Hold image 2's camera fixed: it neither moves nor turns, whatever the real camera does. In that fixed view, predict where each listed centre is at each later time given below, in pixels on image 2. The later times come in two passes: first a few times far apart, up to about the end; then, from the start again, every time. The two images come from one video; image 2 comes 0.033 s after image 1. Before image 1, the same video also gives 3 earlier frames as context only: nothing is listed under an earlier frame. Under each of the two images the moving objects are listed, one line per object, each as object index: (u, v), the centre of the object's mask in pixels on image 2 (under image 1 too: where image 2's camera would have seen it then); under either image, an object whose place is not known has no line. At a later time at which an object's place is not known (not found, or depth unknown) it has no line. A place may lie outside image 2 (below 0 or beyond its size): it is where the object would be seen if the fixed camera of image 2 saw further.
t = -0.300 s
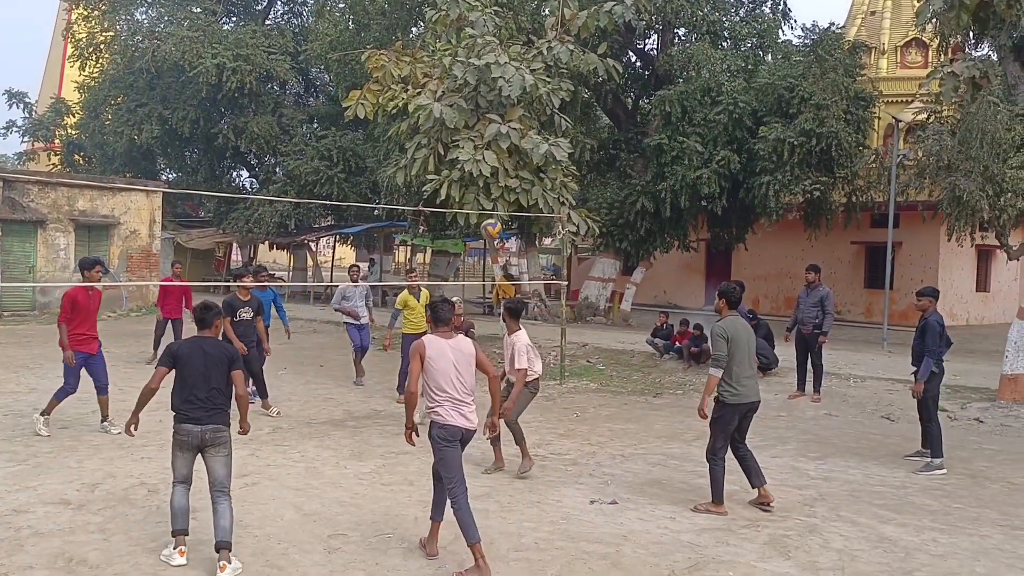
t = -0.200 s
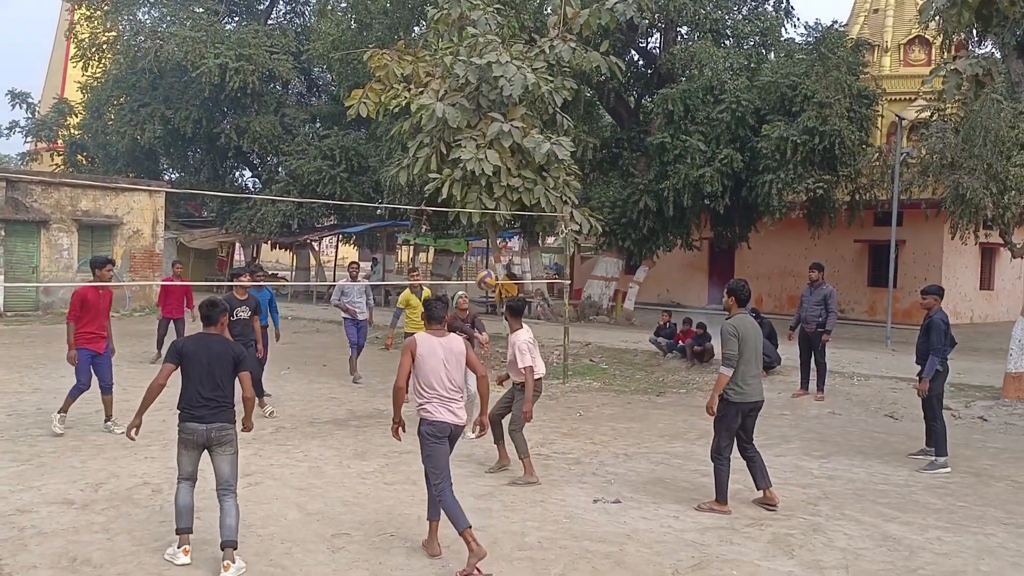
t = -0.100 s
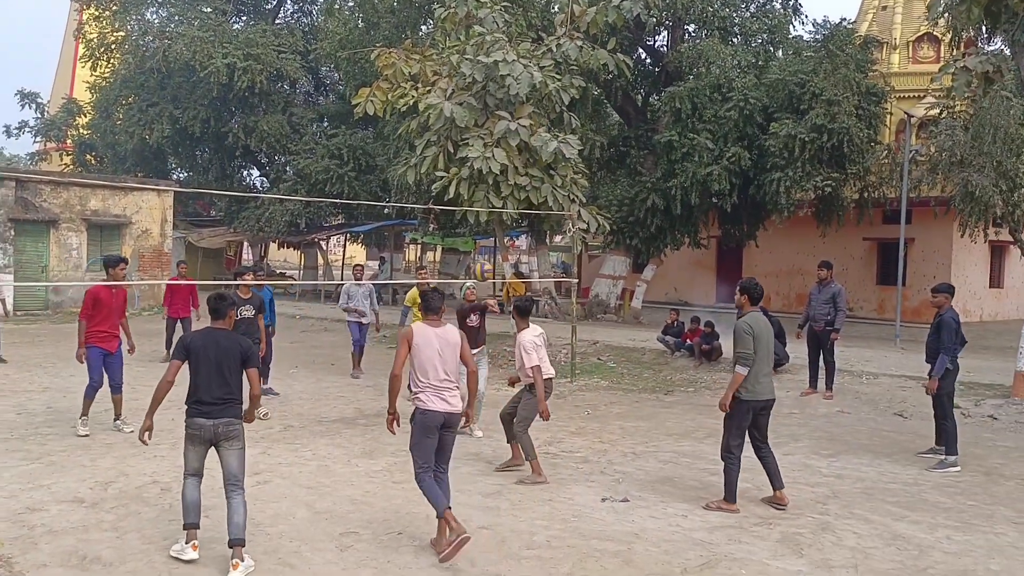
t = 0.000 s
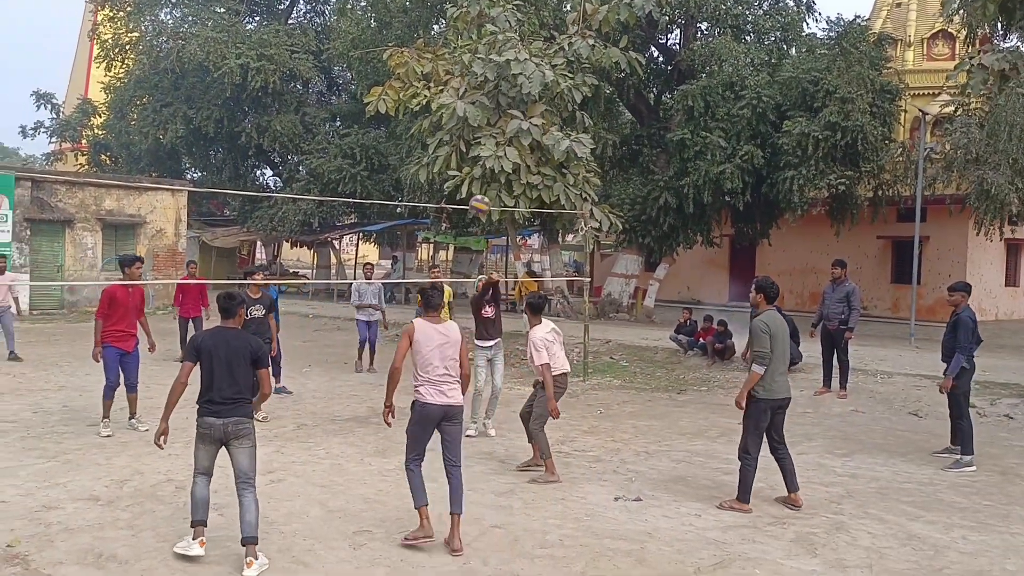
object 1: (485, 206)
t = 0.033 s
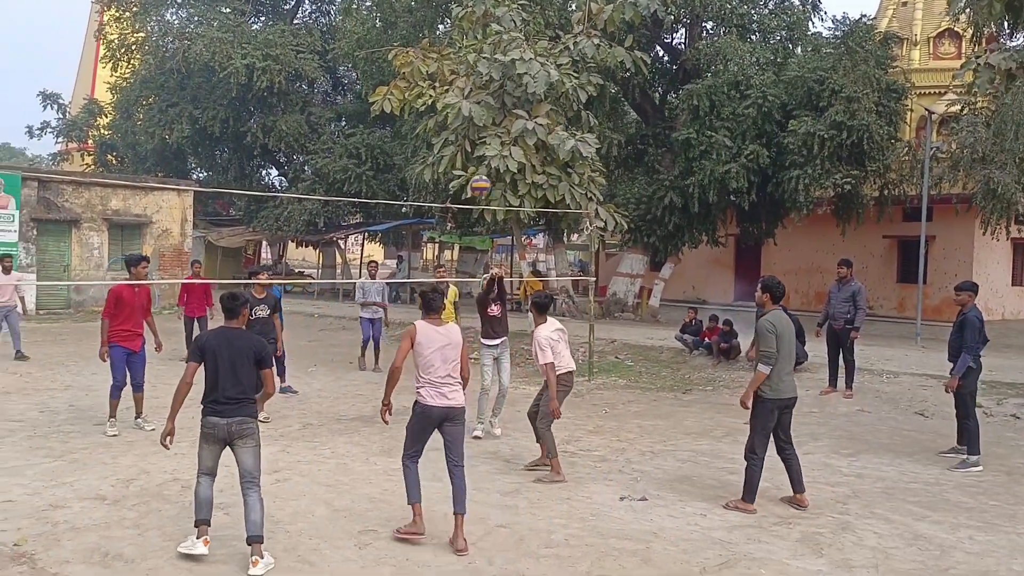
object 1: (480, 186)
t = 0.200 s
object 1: (455, 104)
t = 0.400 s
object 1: (425, 42)
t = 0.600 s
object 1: (395, 22)
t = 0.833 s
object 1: (355, 51)
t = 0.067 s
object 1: (476, 167)
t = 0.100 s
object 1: (470, 150)
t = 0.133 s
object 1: (465, 133)
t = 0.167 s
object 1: (460, 118)
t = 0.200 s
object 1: (455, 104)
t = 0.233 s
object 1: (450, 90)
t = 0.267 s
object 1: (445, 79)
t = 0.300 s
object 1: (440, 68)
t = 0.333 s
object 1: (435, 58)
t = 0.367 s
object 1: (430, 49)
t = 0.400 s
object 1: (425, 42)
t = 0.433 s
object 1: (420, 35)
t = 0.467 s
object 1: (415, 30)
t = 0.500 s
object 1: (410, 26)
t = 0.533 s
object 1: (405, 24)
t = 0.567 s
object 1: (399, 22)
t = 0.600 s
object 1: (395, 22)
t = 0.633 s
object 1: (389, 22)
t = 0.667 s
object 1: (383, 23)
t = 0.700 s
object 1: (378, 26)
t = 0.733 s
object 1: (373, 30)
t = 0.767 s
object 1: (367, 36)
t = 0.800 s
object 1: (361, 43)
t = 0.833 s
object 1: (355, 51)
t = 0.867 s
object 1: (350, 59)
